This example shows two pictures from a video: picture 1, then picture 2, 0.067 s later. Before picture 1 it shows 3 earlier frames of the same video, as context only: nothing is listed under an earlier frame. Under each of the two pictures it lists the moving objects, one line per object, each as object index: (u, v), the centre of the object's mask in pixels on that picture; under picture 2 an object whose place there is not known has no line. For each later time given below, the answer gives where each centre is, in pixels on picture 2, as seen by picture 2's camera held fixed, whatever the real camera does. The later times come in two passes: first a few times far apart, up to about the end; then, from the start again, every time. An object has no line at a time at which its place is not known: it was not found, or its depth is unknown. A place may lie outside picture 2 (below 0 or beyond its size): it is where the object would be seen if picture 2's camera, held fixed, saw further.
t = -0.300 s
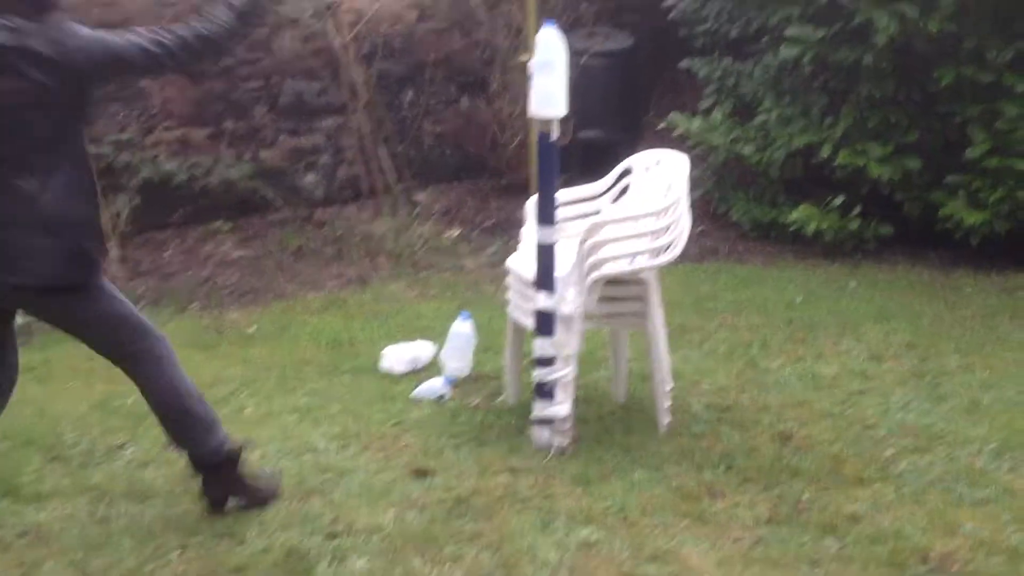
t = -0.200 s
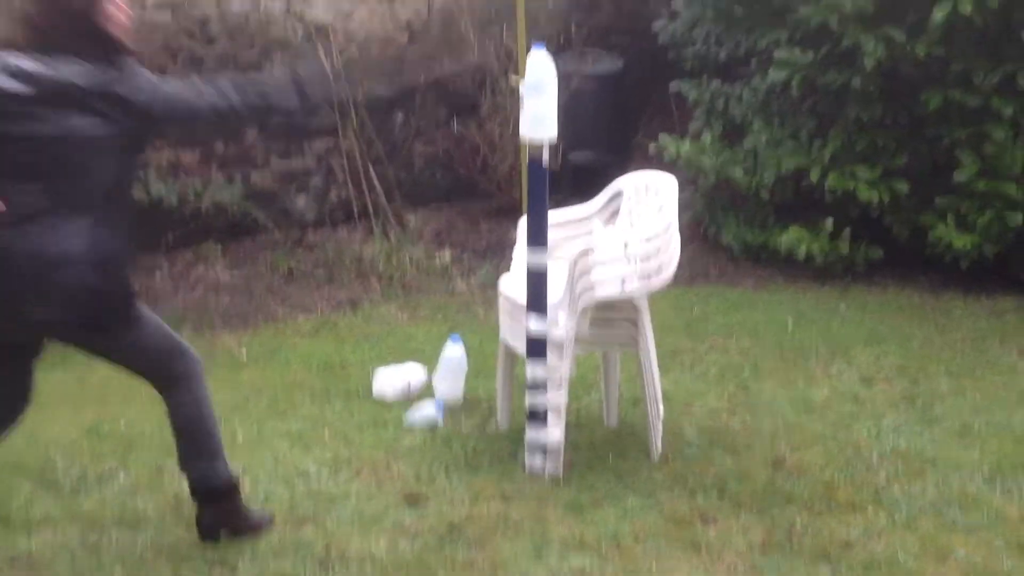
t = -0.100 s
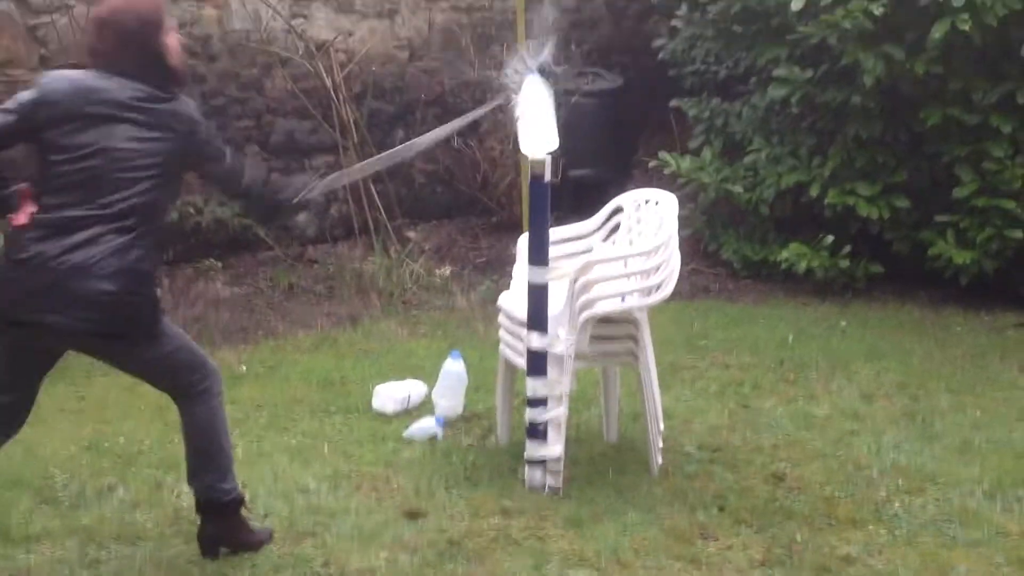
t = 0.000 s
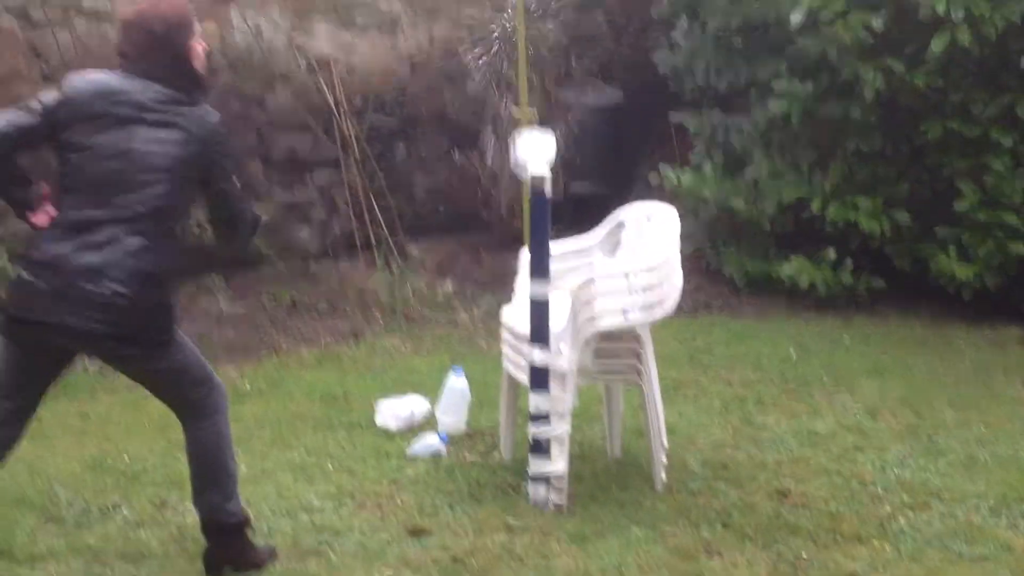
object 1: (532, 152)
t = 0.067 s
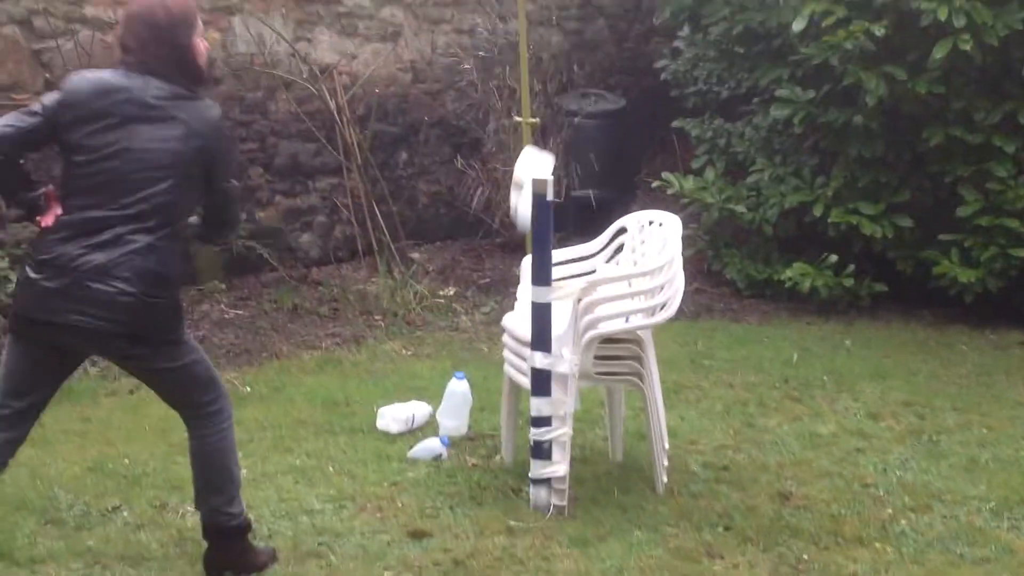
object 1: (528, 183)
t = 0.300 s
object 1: (502, 305)
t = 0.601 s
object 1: (411, 436)
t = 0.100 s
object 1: (524, 197)
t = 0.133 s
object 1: (519, 225)
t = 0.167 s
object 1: (519, 252)
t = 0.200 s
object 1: (518, 263)
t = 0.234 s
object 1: (510, 282)
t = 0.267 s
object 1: (503, 294)
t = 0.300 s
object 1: (502, 305)
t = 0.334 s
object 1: (499, 306)
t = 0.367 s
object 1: (488, 311)
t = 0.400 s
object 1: (478, 321)
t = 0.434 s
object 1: (471, 337)
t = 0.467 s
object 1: (445, 358)
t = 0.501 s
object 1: (438, 376)
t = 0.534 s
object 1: (423, 408)
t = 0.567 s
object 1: (415, 430)
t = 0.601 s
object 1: (411, 436)
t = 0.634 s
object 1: (412, 429)
